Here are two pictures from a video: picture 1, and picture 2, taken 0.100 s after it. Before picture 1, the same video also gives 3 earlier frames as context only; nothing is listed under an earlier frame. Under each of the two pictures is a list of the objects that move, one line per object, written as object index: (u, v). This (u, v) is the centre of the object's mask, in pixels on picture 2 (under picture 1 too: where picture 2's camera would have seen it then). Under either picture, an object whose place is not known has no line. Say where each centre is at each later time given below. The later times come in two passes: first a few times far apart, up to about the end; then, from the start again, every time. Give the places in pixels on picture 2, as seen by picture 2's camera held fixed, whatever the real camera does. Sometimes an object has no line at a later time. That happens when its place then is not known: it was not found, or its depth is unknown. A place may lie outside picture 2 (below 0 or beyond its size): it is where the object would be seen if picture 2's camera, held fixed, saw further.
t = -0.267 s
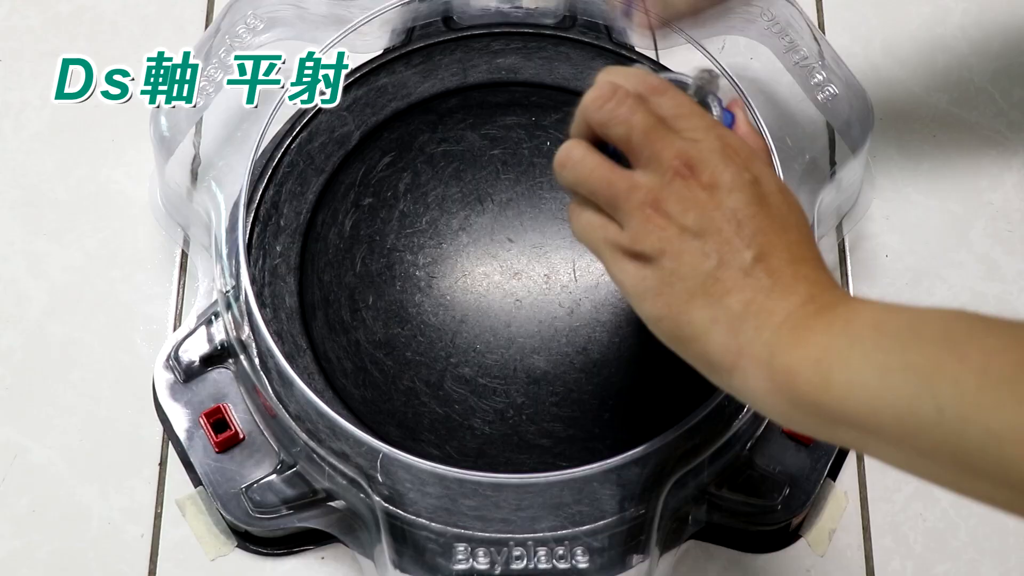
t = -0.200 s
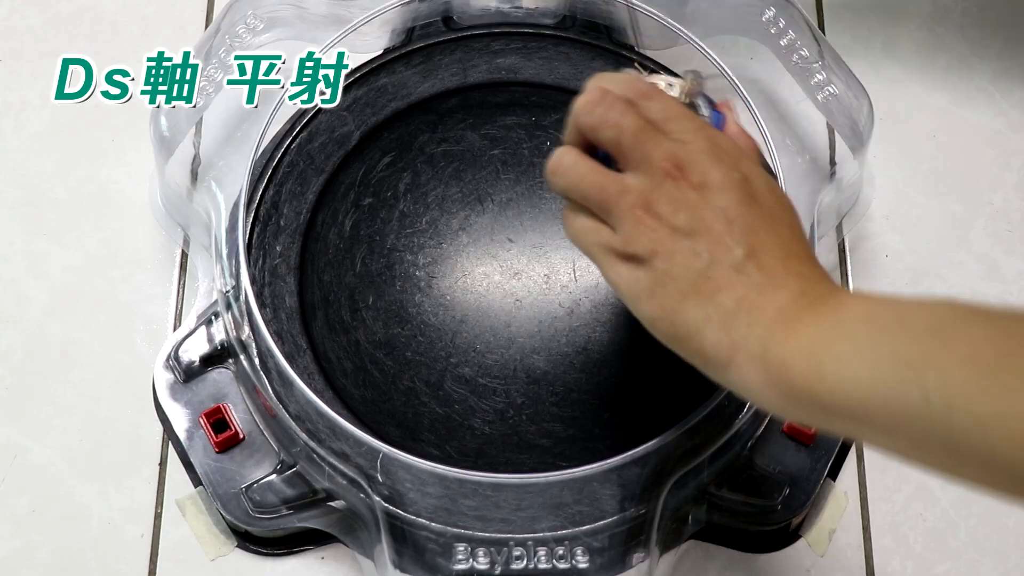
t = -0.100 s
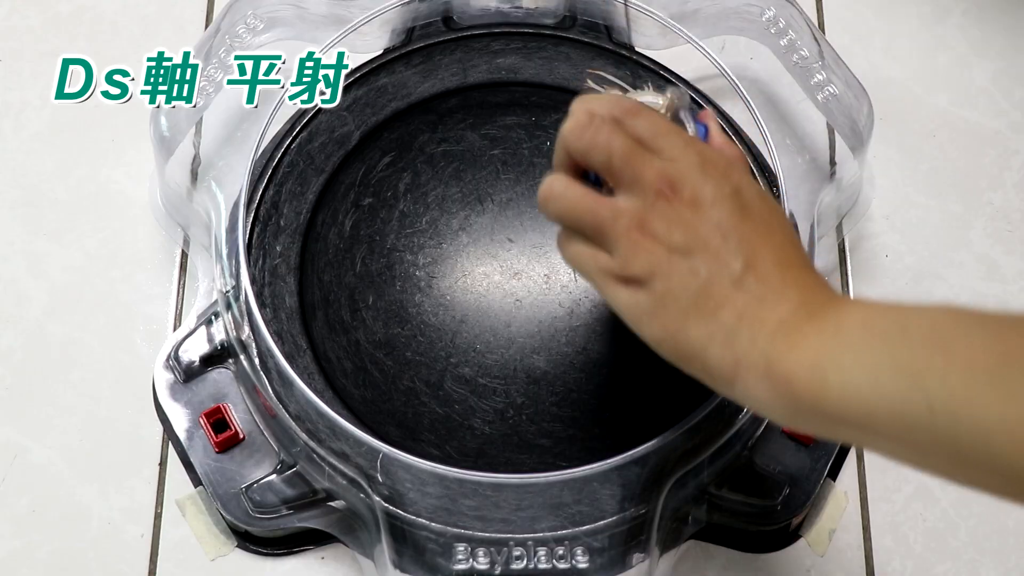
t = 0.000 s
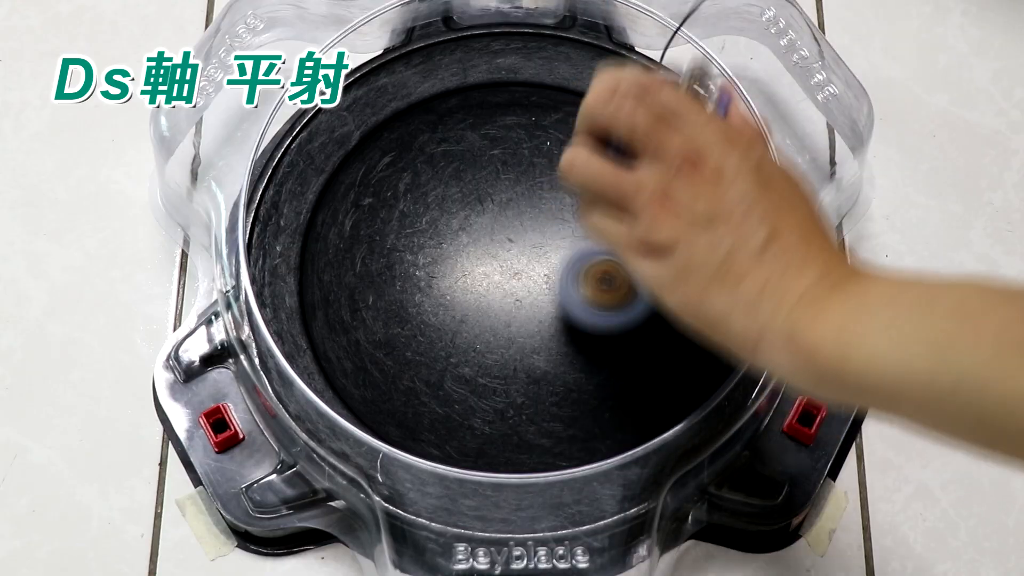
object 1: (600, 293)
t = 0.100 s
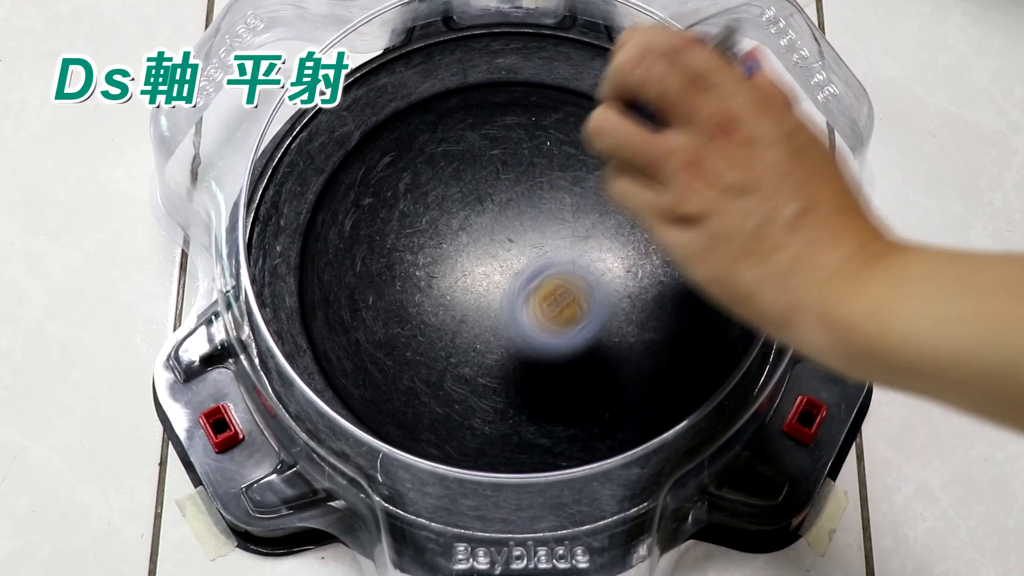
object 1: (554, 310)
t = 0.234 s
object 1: (471, 355)
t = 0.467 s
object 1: (362, 290)
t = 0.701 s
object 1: (487, 136)
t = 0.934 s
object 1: (698, 213)
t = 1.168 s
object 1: (558, 440)
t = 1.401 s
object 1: (301, 274)
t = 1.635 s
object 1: (512, 67)
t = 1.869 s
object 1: (704, 334)
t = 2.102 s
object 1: (374, 395)
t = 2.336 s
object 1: (379, 108)
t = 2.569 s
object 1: (696, 177)
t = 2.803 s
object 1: (557, 453)
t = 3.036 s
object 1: (313, 319)
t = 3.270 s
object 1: (423, 93)
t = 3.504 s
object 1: (692, 192)
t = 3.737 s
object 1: (589, 420)
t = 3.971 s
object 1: (355, 303)
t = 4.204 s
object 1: (447, 96)
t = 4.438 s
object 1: (676, 160)
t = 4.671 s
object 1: (608, 400)
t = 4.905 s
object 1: (351, 364)
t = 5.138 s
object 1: (360, 140)
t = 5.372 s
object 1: (600, 129)
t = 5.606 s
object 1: (683, 354)
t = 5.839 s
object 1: (461, 433)
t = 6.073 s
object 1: (341, 264)
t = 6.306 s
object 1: (503, 123)
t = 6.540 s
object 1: (702, 208)
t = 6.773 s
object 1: (626, 405)
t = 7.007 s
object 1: (408, 380)
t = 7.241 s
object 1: (376, 179)
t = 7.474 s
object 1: (546, 85)
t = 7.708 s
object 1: (686, 230)
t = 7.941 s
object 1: (569, 399)
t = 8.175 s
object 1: (363, 350)
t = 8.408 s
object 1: (347, 173)
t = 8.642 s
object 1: (525, 110)
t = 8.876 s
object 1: (665, 254)
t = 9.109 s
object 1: (580, 417)
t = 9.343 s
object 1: (389, 390)
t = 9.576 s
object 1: (370, 215)
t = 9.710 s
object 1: (452, 149)
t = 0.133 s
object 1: (536, 331)
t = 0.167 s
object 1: (517, 354)
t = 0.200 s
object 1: (495, 357)
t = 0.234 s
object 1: (471, 355)
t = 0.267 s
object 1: (447, 357)
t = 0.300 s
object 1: (422, 366)
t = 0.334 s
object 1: (403, 355)
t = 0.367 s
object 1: (389, 340)
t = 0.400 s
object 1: (374, 328)
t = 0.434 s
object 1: (366, 312)
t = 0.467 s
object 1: (362, 290)
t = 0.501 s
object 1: (364, 266)
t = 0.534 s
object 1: (372, 240)
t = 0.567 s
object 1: (384, 218)
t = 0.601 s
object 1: (404, 191)
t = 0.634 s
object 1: (429, 170)
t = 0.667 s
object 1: (455, 152)
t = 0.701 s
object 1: (487, 136)
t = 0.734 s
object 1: (524, 127)
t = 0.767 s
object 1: (556, 123)
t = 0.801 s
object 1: (593, 125)
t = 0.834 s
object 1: (631, 132)
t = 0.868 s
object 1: (659, 145)
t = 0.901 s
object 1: (686, 172)
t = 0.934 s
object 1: (698, 213)
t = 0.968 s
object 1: (706, 251)
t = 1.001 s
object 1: (707, 294)
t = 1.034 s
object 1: (698, 339)
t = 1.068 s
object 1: (677, 374)
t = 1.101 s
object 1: (644, 402)
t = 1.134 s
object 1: (599, 426)
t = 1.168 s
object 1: (558, 440)
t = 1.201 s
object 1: (506, 442)
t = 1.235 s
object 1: (448, 435)
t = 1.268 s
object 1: (413, 420)
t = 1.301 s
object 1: (370, 392)
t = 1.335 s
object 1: (337, 359)
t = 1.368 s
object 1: (317, 325)
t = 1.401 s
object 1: (301, 274)
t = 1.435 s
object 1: (303, 231)
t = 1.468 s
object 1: (315, 192)
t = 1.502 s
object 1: (337, 152)
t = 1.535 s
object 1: (372, 116)
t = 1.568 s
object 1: (410, 90)
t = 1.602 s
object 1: (457, 73)
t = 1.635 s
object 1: (512, 67)
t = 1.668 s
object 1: (562, 74)
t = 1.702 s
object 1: (612, 93)
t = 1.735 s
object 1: (659, 130)
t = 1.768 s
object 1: (693, 169)
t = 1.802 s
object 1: (712, 222)
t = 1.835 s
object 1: (717, 286)
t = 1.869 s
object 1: (704, 334)
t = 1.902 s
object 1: (666, 381)
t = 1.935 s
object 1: (627, 421)
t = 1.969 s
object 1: (581, 432)
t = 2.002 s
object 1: (524, 442)
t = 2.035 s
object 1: (457, 436)
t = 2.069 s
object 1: (419, 423)
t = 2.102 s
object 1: (374, 395)
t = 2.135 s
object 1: (337, 357)
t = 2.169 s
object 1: (317, 325)
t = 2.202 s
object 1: (300, 274)
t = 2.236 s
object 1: (301, 229)
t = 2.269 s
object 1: (316, 186)
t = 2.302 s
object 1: (339, 147)
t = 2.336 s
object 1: (379, 108)
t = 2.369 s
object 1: (415, 87)
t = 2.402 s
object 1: (462, 70)
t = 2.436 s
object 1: (518, 68)
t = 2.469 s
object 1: (569, 77)
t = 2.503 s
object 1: (618, 98)
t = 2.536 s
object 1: (663, 136)
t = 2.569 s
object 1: (696, 177)
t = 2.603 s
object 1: (713, 227)
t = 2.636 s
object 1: (717, 286)
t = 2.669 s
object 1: (705, 332)
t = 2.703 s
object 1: (679, 368)
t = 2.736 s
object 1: (642, 412)
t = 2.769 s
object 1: (609, 433)
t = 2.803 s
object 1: (557, 453)
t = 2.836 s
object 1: (504, 457)
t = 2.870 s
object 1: (460, 451)
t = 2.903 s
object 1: (425, 425)
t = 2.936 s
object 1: (387, 406)
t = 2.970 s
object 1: (353, 393)
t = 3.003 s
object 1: (333, 356)
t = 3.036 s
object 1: (313, 319)
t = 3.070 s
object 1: (305, 292)
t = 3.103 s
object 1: (305, 254)
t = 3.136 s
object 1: (317, 217)
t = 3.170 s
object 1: (334, 185)
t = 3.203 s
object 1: (357, 149)
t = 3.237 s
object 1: (389, 116)
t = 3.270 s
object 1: (423, 93)
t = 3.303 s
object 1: (465, 81)
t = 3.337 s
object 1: (517, 78)
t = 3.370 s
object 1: (557, 85)
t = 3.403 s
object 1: (597, 98)
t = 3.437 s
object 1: (640, 127)
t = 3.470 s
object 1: (668, 160)
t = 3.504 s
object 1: (692, 192)
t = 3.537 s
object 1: (713, 234)
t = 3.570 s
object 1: (714, 277)
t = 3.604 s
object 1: (705, 314)
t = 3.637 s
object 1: (685, 355)
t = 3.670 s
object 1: (662, 383)
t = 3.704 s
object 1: (631, 403)
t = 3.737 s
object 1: (589, 420)
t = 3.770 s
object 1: (555, 428)
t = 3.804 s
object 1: (514, 427)
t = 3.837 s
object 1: (466, 416)
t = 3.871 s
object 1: (439, 403)
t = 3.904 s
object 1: (400, 373)
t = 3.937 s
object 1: (370, 336)
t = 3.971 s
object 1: (355, 303)
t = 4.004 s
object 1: (345, 267)
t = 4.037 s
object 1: (343, 225)
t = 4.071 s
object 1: (347, 195)
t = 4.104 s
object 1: (355, 155)
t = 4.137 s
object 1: (380, 124)
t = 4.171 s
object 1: (413, 109)
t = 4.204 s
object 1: (447, 96)
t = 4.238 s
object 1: (484, 85)
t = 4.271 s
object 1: (516, 80)
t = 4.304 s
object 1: (551, 78)
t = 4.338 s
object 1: (585, 92)
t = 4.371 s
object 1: (619, 109)
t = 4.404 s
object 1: (648, 130)
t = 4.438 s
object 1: (676, 160)
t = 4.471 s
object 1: (693, 195)
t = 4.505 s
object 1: (703, 233)
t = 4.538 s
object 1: (701, 274)
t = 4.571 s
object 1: (690, 312)
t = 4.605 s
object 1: (670, 344)
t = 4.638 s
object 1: (640, 377)
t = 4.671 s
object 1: (608, 400)
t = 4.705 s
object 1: (572, 415)
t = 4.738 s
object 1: (524, 424)
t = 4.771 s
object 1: (485, 425)
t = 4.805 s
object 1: (448, 419)
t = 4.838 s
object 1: (406, 405)
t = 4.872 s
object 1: (373, 387)
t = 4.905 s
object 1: (351, 364)
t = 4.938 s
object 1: (334, 331)
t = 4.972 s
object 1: (324, 298)
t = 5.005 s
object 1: (317, 266)
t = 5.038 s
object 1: (316, 229)
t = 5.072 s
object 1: (323, 198)
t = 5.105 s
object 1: (333, 169)
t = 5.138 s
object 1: (360, 140)
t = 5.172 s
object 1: (387, 117)
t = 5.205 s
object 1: (421, 100)
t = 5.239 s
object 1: (457, 91)
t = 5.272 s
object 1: (497, 91)
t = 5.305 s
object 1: (530, 96)
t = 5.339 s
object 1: (571, 111)
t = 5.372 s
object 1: (600, 129)
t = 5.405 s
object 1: (629, 154)
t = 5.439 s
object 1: (654, 185)
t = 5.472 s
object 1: (673, 221)
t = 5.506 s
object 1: (685, 255)
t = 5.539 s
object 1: (690, 291)
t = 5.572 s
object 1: (690, 329)
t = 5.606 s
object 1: (683, 354)
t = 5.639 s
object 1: (666, 388)
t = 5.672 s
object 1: (636, 410)
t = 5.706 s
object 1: (607, 424)
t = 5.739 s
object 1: (569, 438)
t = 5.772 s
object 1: (532, 447)
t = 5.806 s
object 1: (500, 450)
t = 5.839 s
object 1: (461, 433)
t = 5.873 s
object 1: (428, 419)
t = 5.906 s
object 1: (400, 404)
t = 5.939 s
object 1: (372, 381)
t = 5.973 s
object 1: (352, 357)
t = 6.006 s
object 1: (340, 328)
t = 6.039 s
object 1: (337, 293)
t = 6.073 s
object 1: (341, 264)
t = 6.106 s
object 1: (349, 236)
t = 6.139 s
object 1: (368, 201)
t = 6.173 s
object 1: (391, 177)
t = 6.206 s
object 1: (411, 159)
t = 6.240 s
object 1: (443, 140)
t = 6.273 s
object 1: (475, 130)
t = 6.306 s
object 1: (503, 123)
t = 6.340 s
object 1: (539, 120)
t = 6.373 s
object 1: (574, 125)
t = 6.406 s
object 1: (601, 130)
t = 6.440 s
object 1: (634, 143)
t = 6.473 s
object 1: (661, 163)
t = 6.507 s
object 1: (683, 180)
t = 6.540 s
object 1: (702, 208)
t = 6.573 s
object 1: (708, 245)
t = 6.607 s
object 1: (710, 272)
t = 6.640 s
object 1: (707, 307)
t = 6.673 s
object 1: (696, 340)
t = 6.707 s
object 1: (679, 362)
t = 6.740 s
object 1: (655, 385)
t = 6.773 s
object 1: (626, 405)
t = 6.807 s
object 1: (599, 417)
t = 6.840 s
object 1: (565, 426)
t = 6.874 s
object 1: (525, 428)
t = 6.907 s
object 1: (498, 424)
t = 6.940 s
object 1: (461, 414)
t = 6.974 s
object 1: (432, 399)
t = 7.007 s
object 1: (408, 380)
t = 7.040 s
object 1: (385, 352)
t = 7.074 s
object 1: (368, 326)
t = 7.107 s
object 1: (360, 299)
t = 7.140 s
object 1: (354, 265)
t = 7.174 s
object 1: (356, 236)
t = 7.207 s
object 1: (362, 210)
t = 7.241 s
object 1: (376, 179)
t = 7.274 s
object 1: (390, 155)
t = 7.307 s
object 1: (409, 134)
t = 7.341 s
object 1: (432, 114)
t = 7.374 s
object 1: (458, 100)
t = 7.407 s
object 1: (485, 90)
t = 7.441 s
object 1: (515, 84)
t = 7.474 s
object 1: (546, 85)
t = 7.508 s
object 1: (572, 94)
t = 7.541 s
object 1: (603, 107)
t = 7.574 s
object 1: (629, 127)
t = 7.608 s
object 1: (649, 146)
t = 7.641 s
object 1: (667, 170)
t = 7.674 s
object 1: (680, 202)
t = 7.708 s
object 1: (686, 230)
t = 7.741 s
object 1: (686, 261)
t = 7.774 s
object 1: (681, 293)
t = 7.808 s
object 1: (670, 319)
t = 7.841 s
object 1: (649, 350)
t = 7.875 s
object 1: (624, 373)
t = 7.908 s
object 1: (602, 387)
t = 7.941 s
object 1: (569, 399)
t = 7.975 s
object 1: (533, 410)
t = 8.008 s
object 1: (509, 411)
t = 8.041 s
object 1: (472, 409)
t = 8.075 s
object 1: (436, 401)
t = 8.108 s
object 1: (414, 390)
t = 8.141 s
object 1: (387, 373)
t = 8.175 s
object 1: (363, 350)
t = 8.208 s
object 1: (349, 333)
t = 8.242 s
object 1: (335, 304)
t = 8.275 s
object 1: (326, 275)
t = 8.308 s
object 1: (325, 253)
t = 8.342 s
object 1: (328, 222)
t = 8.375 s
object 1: (336, 195)
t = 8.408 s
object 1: (347, 173)
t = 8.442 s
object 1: (366, 152)
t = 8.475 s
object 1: (388, 133)
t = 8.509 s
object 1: (411, 121)
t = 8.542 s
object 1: (438, 111)
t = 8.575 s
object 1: (468, 107)
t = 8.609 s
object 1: (497, 106)
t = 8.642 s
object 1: (525, 110)
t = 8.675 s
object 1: (554, 121)
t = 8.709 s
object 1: (579, 133)
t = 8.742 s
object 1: (604, 151)
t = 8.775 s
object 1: (626, 175)
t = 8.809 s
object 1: (641, 194)
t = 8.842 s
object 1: (655, 222)
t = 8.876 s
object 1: (665, 254)
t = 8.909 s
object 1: (668, 281)
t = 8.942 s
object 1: (666, 309)
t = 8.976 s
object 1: (657, 340)
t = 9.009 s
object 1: (642, 365)
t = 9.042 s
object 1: (626, 384)
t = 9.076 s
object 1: (602, 405)
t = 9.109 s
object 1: (580, 417)
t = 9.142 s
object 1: (554, 426)
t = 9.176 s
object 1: (520, 430)
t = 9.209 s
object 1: (497, 430)
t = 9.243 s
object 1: (464, 426)
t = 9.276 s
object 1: (434, 416)
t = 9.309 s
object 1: (413, 407)
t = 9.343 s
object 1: (389, 390)
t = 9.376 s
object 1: (368, 368)
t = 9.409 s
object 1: (358, 347)
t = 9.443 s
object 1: (349, 320)
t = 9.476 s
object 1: (347, 290)
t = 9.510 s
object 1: (348, 270)
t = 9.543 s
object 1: (357, 240)
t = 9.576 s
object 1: (370, 215)
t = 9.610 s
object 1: (384, 195)
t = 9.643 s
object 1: (404, 176)
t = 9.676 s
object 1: (428, 160)
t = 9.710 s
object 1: (452, 149)
